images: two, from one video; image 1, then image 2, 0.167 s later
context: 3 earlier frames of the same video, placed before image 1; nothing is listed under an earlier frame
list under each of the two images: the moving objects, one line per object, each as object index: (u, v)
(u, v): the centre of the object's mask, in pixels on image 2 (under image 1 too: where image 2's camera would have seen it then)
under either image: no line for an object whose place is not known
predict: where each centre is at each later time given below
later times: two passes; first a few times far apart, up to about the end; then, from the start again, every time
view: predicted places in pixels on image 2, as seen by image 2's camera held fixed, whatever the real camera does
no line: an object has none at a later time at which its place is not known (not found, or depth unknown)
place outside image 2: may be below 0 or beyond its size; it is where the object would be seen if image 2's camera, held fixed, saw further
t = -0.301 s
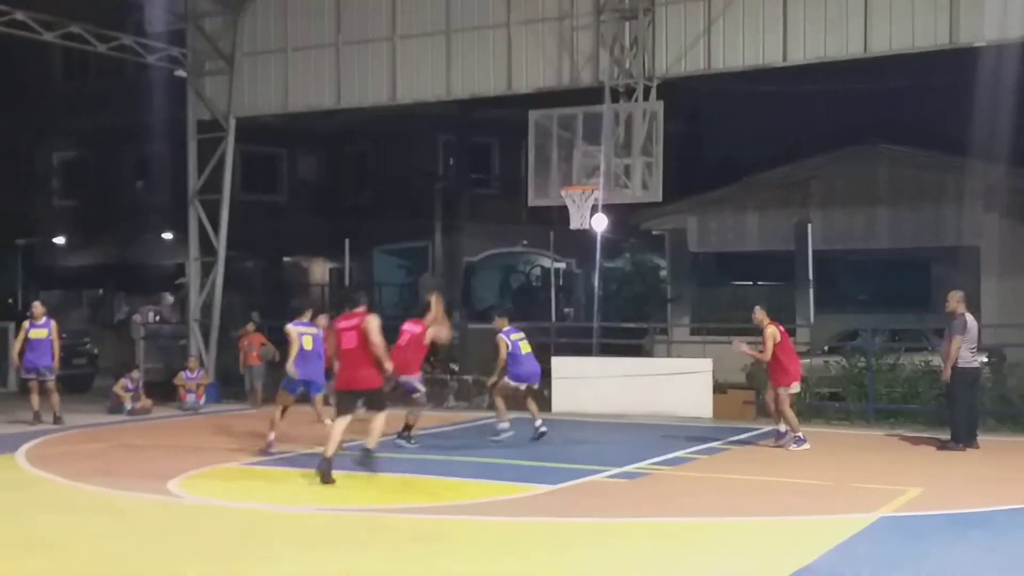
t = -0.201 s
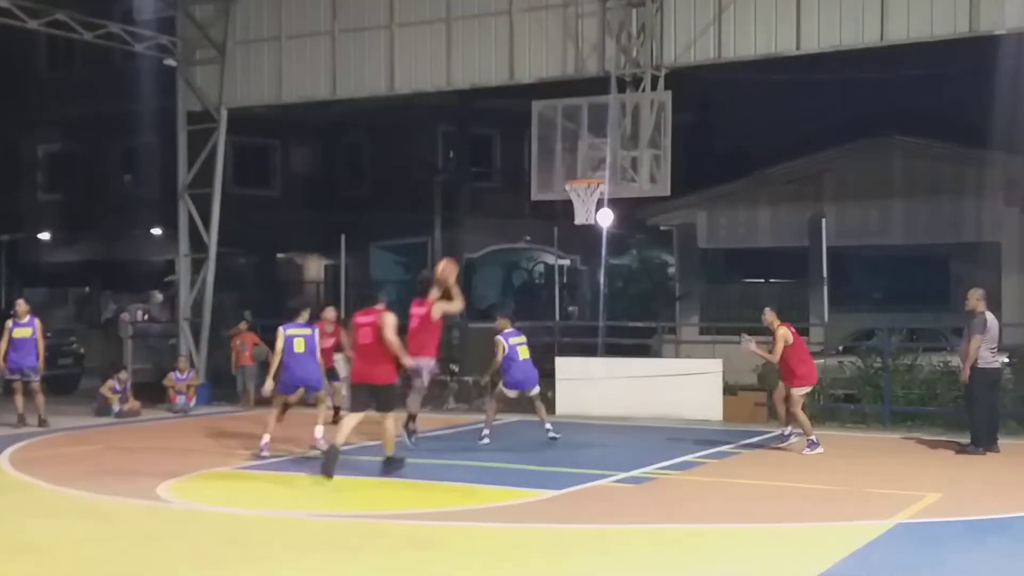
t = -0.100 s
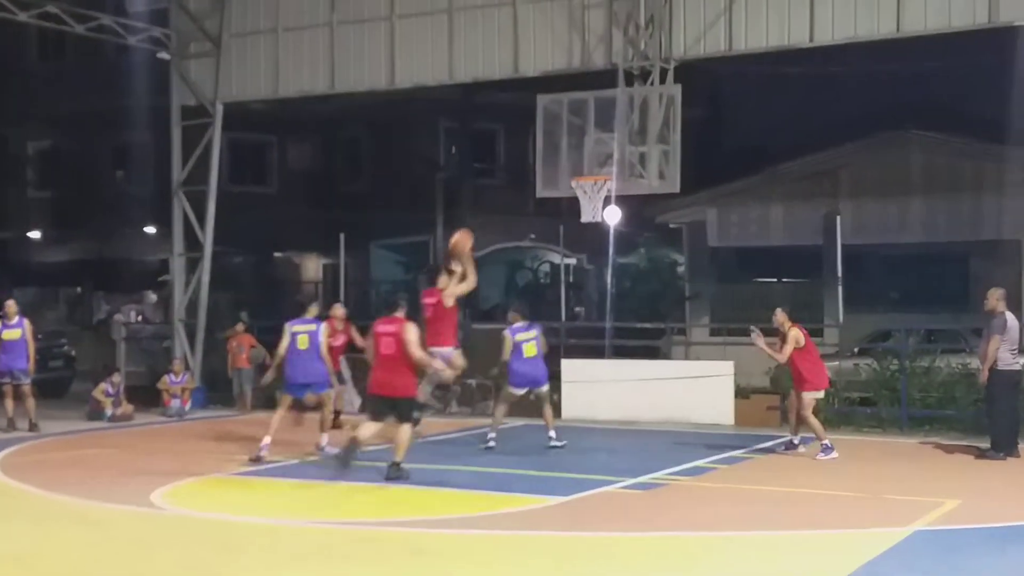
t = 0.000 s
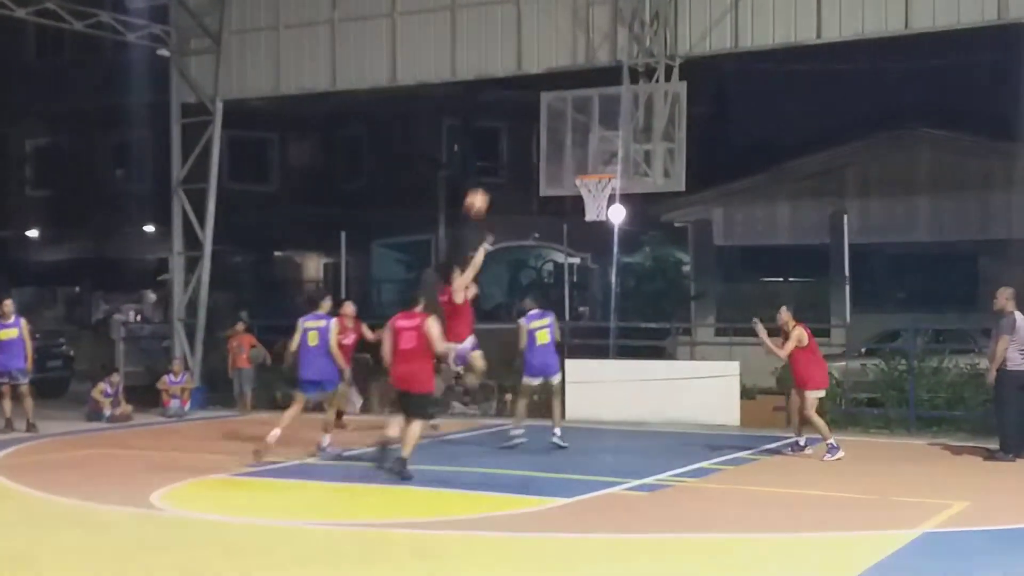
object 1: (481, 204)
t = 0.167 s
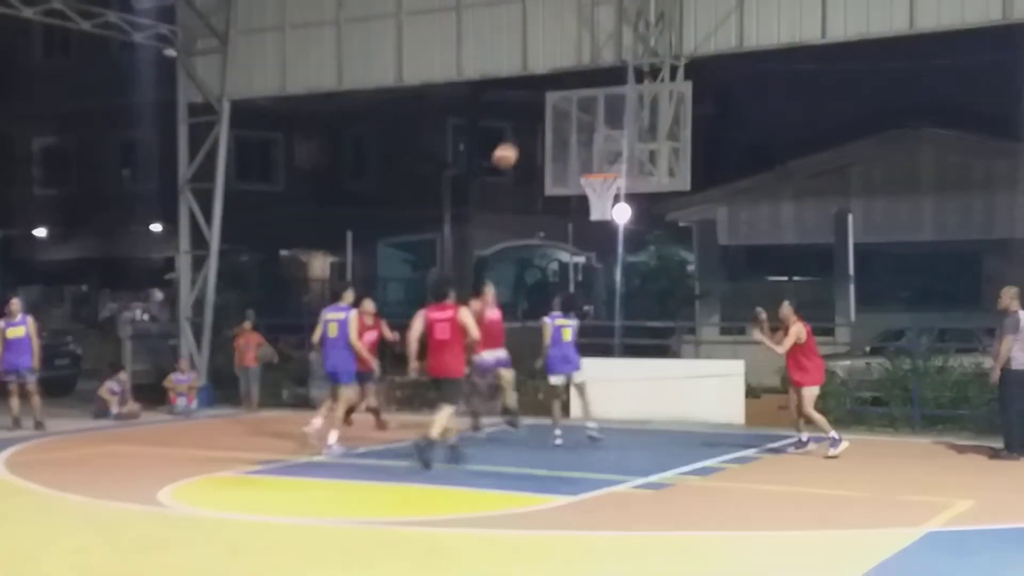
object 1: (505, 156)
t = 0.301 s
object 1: (522, 136)
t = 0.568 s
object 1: (557, 145)
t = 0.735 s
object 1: (574, 178)
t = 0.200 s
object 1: (510, 149)
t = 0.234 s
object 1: (514, 144)
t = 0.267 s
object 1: (519, 140)
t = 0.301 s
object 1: (522, 136)
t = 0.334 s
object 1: (527, 134)
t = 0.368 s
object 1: (532, 133)
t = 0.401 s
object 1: (536, 133)
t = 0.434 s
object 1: (540, 134)
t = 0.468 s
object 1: (544, 135)
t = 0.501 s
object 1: (548, 139)
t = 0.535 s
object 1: (552, 141)
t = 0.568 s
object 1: (557, 145)
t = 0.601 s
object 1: (560, 150)
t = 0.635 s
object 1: (564, 156)
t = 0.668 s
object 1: (569, 164)
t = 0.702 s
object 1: (573, 171)
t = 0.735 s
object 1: (574, 178)
